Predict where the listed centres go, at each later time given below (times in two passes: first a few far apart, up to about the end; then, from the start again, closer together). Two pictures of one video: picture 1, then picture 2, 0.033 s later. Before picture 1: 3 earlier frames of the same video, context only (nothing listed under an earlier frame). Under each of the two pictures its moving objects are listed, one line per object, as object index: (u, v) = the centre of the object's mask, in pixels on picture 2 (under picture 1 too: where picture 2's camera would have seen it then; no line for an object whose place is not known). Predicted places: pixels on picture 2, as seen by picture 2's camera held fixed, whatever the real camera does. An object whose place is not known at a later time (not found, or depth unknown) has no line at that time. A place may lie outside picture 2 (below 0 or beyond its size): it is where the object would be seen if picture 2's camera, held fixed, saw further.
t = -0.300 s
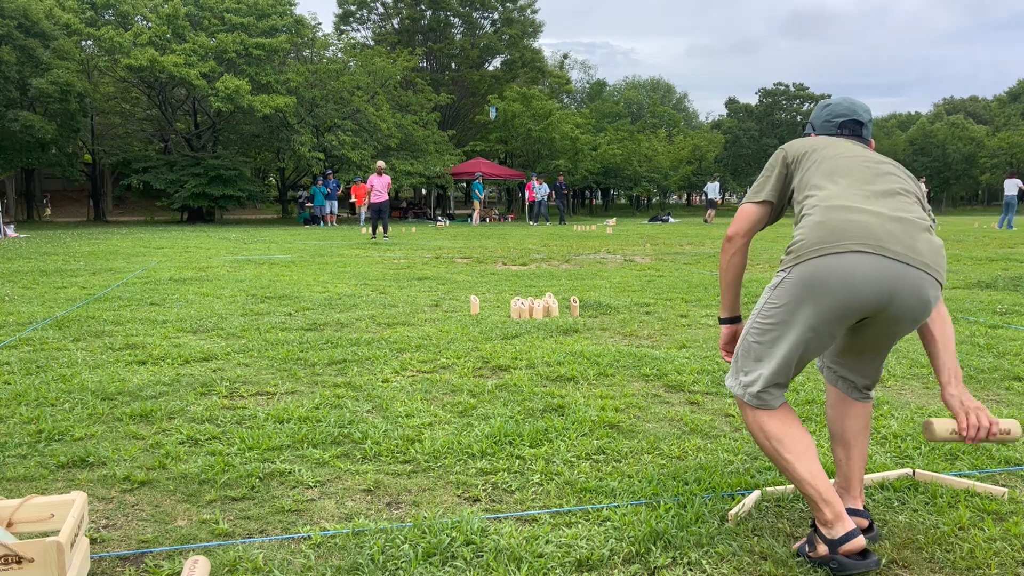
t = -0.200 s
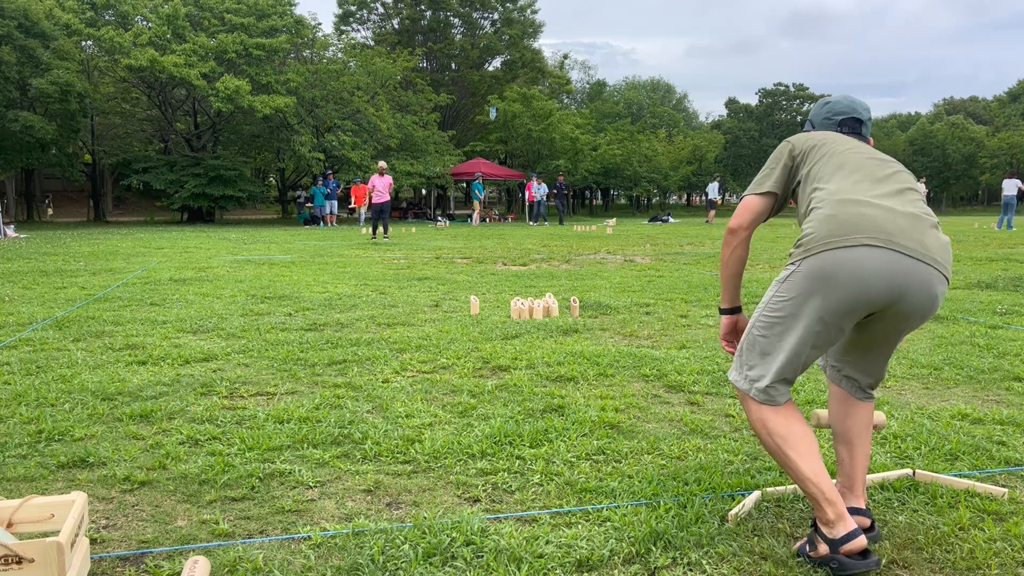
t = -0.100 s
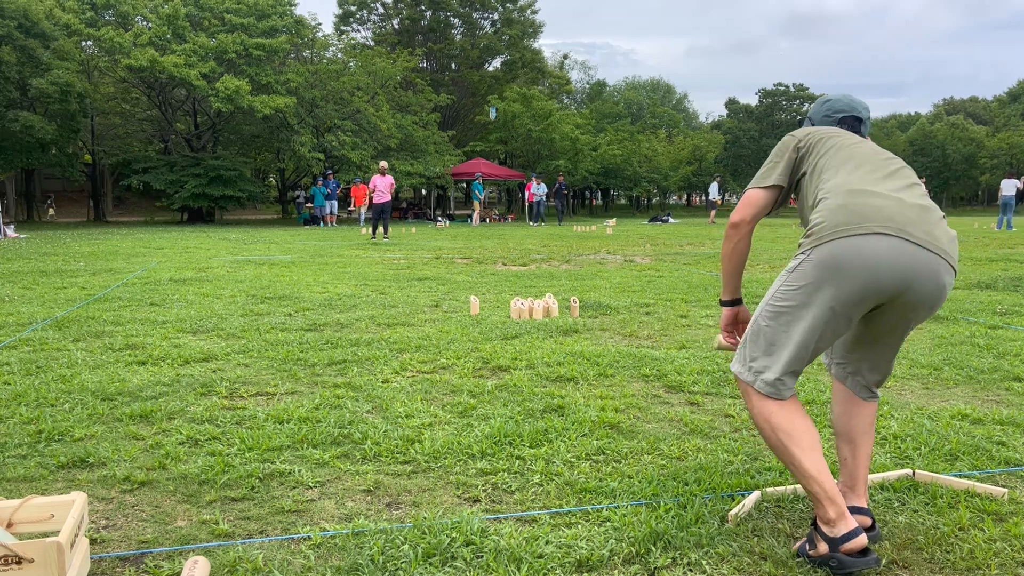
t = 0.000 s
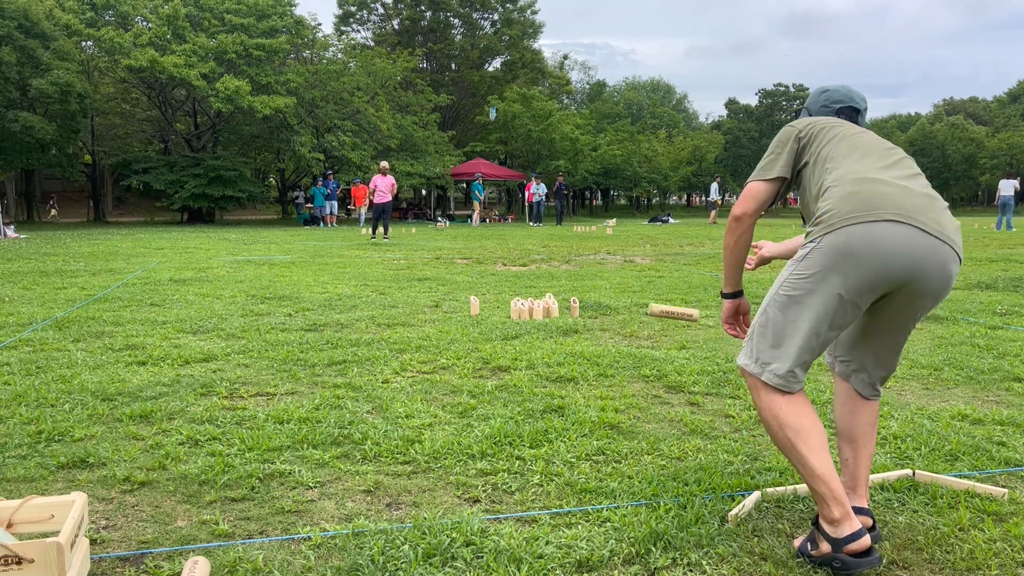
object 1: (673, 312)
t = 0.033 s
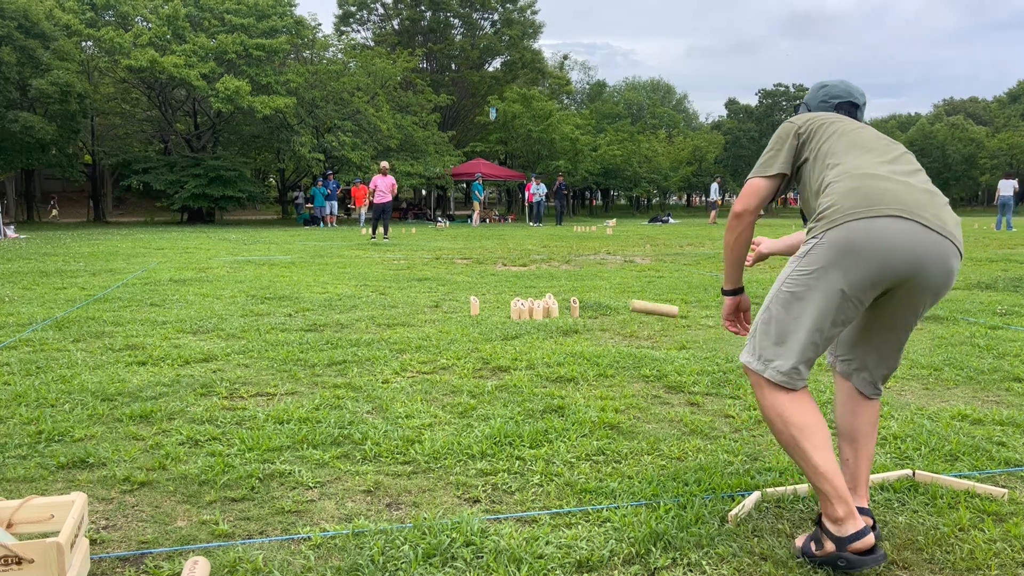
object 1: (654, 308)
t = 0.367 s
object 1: (552, 301)
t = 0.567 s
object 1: (534, 291)
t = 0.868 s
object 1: (485, 295)
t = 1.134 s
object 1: (448, 295)
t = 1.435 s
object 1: (442, 295)
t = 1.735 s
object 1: (442, 295)
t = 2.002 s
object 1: (442, 295)
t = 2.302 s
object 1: (442, 295)
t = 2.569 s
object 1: (442, 295)
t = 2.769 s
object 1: (442, 295)
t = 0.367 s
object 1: (552, 301)
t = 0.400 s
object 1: (548, 298)
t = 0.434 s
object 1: (546, 297)
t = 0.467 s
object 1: (541, 294)
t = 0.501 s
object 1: (539, 291)
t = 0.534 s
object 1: (537, 289)
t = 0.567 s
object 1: (534, 291)
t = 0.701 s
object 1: (515, 296)
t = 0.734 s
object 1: (508, 296)
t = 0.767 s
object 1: (502, 296)
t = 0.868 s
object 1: (485, 295)
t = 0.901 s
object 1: (480, 294)
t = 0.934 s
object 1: (473, 294)
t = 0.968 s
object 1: (467, 294)
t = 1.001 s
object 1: (462, 295)
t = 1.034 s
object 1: (457, 296)
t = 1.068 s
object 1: (454, 295)
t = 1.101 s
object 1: (451, 296)
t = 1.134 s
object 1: (448, 295)
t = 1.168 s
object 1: (446, 295)
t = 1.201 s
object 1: (444, 295)
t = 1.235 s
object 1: (443, 295)
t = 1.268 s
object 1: (442, 295)
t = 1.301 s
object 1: (442, 295)
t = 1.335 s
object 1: (442, 295)
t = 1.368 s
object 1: (442, 295)
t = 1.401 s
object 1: (442, 295)
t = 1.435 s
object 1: (442, 295)
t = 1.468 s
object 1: (442, 295)
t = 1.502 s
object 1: (442, 295)
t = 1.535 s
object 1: (442, 295)
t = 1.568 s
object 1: (442, 295)
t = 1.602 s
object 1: (442, 295)
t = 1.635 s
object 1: (442, 295)
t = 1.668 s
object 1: (442, 295)
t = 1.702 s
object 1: (442, 295)
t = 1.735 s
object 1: (442, 295)
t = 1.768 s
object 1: (442, 295)
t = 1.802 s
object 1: (442, 295)
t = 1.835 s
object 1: (442, 295)
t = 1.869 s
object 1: (442, 295)
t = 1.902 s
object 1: (442, 295)
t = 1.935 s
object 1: (442, 295)
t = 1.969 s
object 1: (442, 295)
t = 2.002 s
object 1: (442, 295)
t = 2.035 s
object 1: (442, 295)
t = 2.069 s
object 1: (442, 295)
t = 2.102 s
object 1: (442, 295)
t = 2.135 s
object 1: (442, 295)
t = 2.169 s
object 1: (442, 295)
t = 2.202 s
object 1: (442, 295)
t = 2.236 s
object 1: (442, 295)
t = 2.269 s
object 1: (442, 295)
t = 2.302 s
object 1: (442, 295)
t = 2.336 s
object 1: (442, 295)
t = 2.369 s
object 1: (442, 295)
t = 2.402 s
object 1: (442, 295)
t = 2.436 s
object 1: (442, 295)
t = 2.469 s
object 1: (442, 295)
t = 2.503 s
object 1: (442, 295)
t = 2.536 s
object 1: (442, 295)
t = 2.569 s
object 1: (442, 295)
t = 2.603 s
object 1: (442, 295)
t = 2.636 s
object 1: (442, 295)
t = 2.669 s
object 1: (442, 295)
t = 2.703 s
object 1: (442, 295)
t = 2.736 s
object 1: (442, 295)
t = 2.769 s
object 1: (442, 295)
